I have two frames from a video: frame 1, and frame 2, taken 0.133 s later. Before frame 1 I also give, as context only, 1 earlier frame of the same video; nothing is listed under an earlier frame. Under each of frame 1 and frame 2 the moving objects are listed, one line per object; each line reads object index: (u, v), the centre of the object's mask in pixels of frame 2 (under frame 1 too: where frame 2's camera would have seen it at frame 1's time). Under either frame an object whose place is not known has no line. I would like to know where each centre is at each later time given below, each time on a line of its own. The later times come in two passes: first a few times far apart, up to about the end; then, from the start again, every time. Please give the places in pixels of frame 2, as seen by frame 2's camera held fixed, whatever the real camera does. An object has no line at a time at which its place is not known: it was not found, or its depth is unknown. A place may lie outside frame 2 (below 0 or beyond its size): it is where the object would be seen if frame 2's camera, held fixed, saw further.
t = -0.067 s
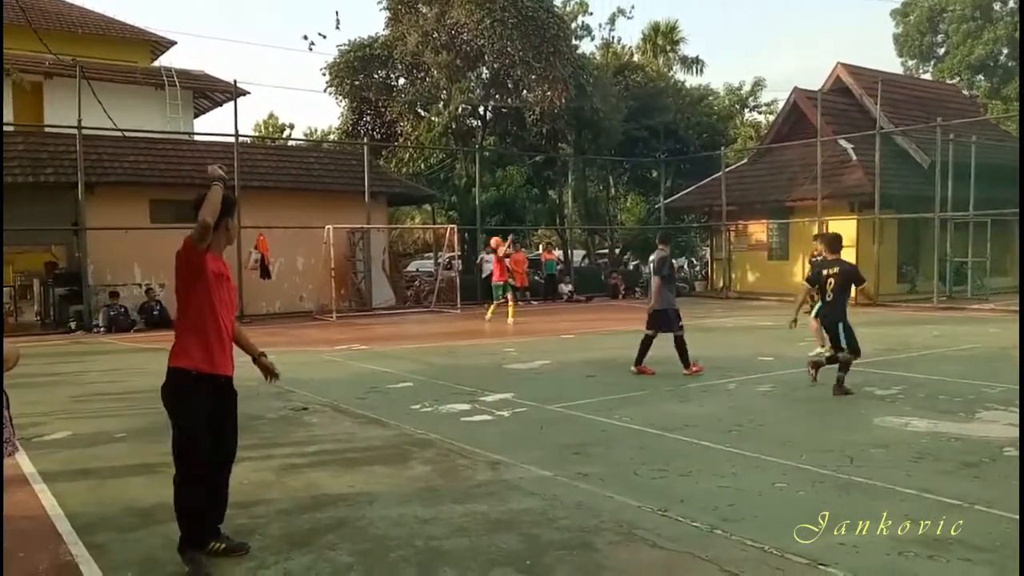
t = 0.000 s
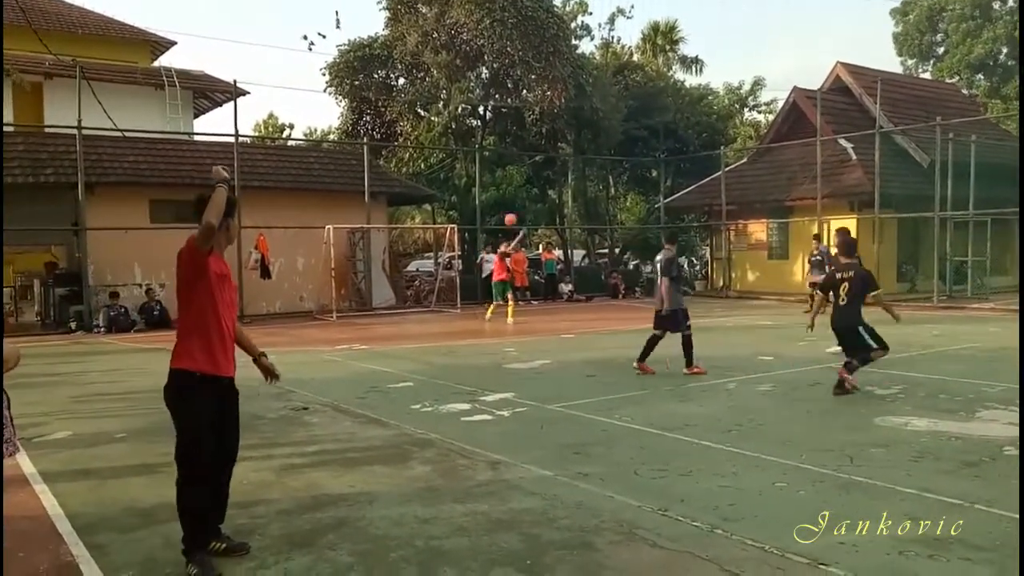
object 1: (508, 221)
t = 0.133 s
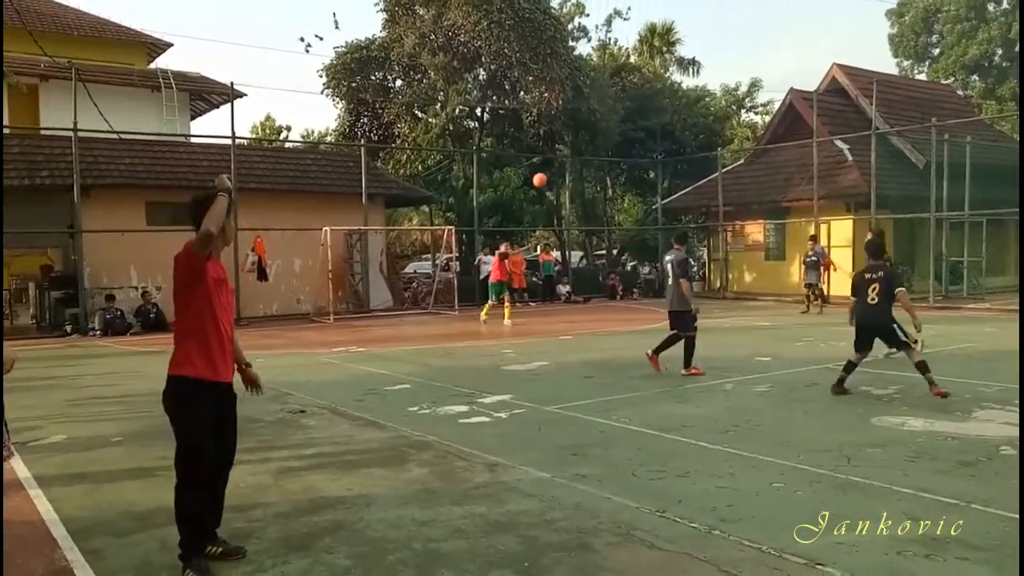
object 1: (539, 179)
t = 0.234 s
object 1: (567, 152)
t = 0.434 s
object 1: (639, 106)
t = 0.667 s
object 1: (771, 83)
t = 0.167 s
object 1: (548, 170)
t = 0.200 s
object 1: (557, 160)
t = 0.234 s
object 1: (567, 152)
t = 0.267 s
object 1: (577, 143)
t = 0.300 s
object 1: (588, 134)
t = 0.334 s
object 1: (600, 126)
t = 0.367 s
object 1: (612, 119)
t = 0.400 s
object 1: (625, 113)
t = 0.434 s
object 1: (639, 106)
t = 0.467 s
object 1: (654, 99)
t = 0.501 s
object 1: (670, 94)
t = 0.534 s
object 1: (685, 92)
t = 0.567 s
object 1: (706, 88)
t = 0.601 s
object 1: (726, 85)
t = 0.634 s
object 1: (748, 84)
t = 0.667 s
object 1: (771, 83)
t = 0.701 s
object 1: (794, 84)
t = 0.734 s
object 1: (821, 85)
